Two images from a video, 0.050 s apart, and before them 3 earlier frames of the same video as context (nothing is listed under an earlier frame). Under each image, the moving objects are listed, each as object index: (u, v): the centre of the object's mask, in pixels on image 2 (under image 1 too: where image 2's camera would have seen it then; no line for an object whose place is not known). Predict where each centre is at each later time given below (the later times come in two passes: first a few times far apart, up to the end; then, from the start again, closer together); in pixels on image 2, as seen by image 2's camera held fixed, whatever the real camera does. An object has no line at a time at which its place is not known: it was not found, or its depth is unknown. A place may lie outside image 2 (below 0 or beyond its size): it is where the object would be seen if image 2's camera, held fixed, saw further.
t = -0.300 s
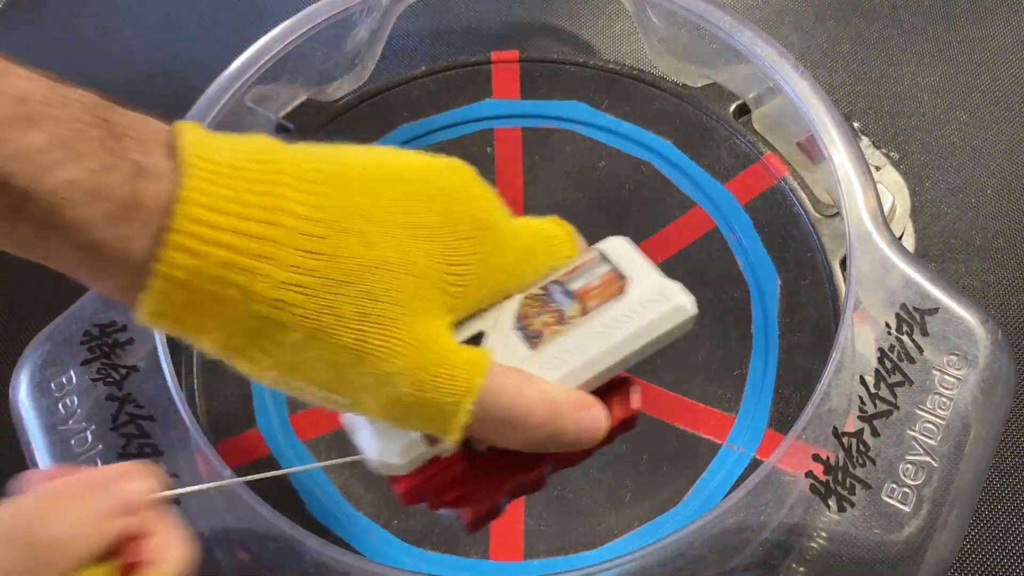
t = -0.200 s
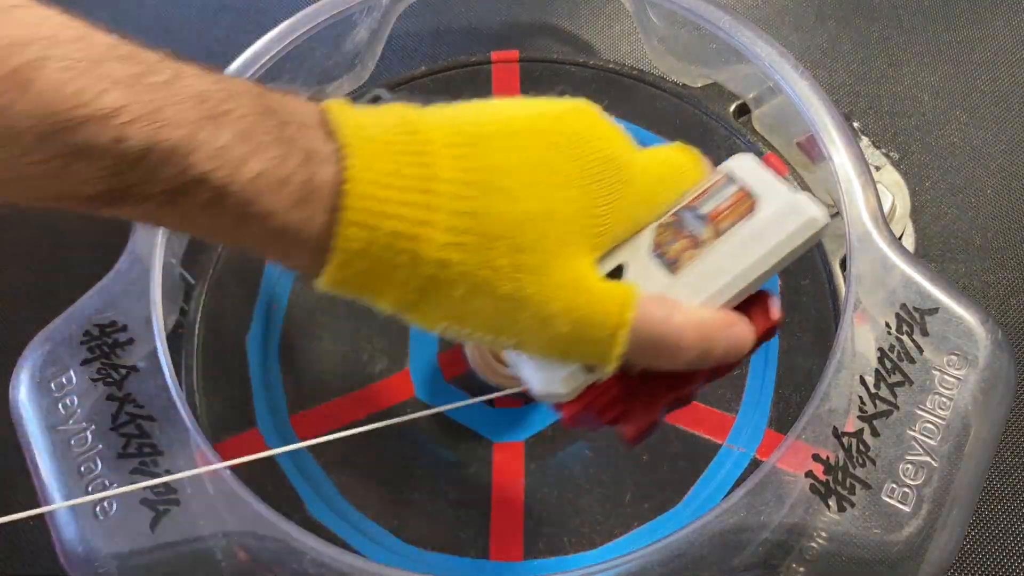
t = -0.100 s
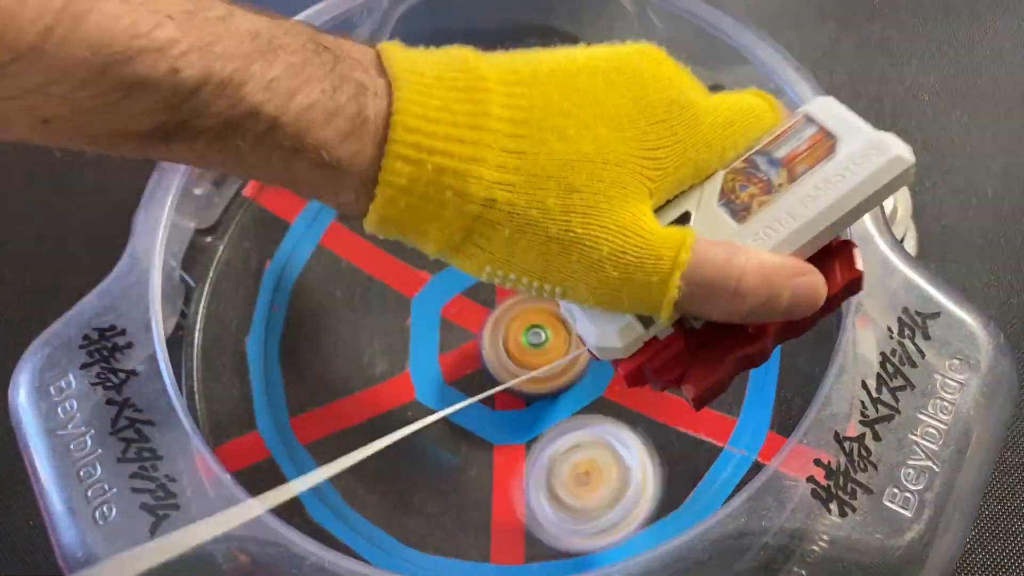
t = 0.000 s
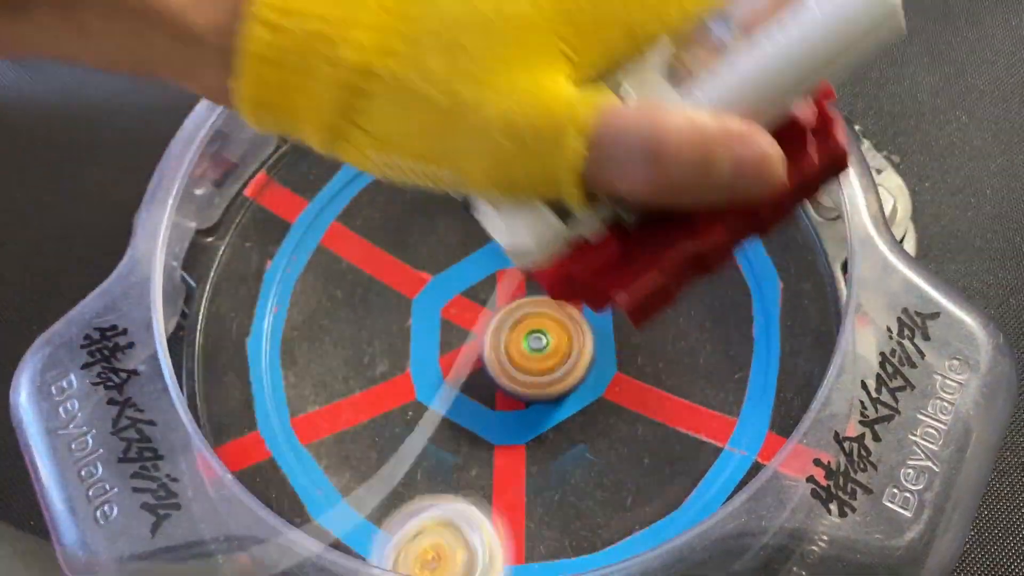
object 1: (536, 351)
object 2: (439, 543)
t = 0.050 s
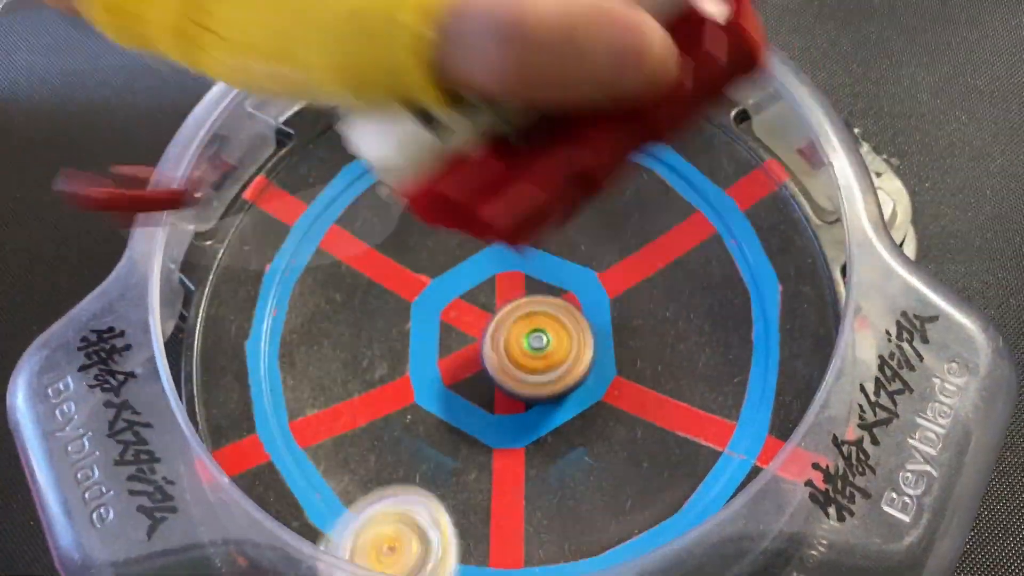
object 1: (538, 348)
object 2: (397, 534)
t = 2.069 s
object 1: (508, 377)
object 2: (581, 275)
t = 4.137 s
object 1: (616, 413)
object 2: (551, 241)
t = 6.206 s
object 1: (478, 252)
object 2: (638, 395)
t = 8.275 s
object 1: (467, 325)
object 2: (423, 484)
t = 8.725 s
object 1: (518, 332)
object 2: (355, 198)
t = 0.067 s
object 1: (538, 349)
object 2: (384, 523)
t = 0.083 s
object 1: (537, 348)
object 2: (371, 513)
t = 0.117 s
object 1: (536, 345)
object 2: (351, 492)
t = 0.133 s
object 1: (537, 344)
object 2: (344, 482)
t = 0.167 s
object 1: (535, 341)
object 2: (339, 446)
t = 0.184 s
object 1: (535, 338)
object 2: (338, 425)
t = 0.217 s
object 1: (535, 334)
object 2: (343, 392)
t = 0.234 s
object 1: (534, 332)
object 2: (347, 372)
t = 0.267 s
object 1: (531, 328)
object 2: (358, 337)
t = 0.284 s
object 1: (531, 326)
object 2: (366, 321)
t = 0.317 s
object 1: (528, 324)
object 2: (384, 287)
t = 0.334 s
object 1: (525, 322)
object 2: (393, 273)
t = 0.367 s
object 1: (523, 319)
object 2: (413, 247)
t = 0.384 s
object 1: (521, 319)
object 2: (425, 235)
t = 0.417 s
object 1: (516, 317)
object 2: (446, 216)
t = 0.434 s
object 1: (515, 316)
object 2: (457, 208)
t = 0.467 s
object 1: (513, 315)
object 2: (478, 195)
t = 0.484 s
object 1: (511, 314)
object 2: (489, 190)
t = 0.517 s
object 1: (509, 314)
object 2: (507, 183)
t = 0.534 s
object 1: (509, 315)
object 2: (516, 182)
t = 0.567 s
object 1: (506, 316)
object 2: (531, 183)
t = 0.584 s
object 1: (506, 317)
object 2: (537, 184)
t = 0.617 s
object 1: (504, 319)
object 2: (548, 191)
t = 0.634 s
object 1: (503, 320)
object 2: (552, 196)
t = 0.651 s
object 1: (503, 320)
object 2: (556, 201)
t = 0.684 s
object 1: (503, 322)
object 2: (562, 214)
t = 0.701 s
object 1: (502, 322)
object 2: (564, 221)
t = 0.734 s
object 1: (501, 326)
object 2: (566, 234)
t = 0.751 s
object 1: (490, 341)
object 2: (574, 230)
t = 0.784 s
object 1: (473, 370)
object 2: (586, 223)
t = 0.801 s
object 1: (464, 383)
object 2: (590, 221)
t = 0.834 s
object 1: (450, 403)
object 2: (596, 218)
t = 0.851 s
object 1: (444, 413)
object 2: (596, 217)
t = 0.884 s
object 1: (433, 425)
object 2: (595, 219)
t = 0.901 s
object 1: (430, 429)
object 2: (594, 220)
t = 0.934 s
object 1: (422, 434)
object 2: (588, 223)
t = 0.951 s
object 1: (419, 433)
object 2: (585, 226)
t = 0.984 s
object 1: (416, 431)
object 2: (575, 231)
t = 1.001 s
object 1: (415, 427)
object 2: (570, 235)
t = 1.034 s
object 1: (416, 418)
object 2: (559, 242)
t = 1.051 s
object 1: (417, 413)
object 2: (553, 246)
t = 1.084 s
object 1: (420, 400)
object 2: (541, 255)
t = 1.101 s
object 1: (423, 394)
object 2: (535, 259)
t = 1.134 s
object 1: (427, 379)
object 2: (523, 268)
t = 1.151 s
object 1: (430, 373)
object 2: (517, 272)
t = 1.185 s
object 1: (431, 366)
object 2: (509, 277)
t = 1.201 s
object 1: (418, 376)
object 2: (515, 267)
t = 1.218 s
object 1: (407, 386)
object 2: (521, 257)
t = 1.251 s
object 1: (387, 404)
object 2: (531, 239)
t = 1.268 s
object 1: (380, 411)
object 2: (535, 231)
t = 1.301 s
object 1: (370, 420)
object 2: (540, 216)
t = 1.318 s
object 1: (368, 422)
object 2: (542, 210)
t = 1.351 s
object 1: (367, 423)
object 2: (544, 198)
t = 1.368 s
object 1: (368, 421)
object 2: (544, 193)
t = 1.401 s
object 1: (373, 415)
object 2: (542, 186)
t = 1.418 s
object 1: (375, 411)
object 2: (541, 185)
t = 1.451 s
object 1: (382, 403)
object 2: (537, 183)
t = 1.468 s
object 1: (386, 397)
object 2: (535, 183)
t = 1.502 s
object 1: (395, 388)
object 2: (531, 185)
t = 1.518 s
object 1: (399, 382)
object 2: (528, 187)
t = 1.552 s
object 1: (409, 373)
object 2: (522, 191)
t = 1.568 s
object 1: (415, 368)
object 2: (518, 195)
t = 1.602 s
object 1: (425, 360)
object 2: (512, 204)
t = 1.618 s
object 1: (432, 355)
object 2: (509, 209)
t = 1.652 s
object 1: (447, 348)
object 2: (503, 220)
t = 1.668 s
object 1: (454, 345)
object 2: (501, 227)
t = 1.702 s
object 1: (470, 341)
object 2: (500, 237)
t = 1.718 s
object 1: (475, 346)
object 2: (502, 240)
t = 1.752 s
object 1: (485, 355)
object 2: (509, 241)
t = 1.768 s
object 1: (491, 362)
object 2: (513, 242)
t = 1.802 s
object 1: (499, 369)
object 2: (522, 244)
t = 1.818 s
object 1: (503, 373)
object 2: (527, 246)
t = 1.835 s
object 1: (506, 377)
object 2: (532, 247)
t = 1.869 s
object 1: (512, 380)
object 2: (541, 249)
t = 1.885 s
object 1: (513, 383)
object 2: (545, 251)
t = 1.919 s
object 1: (515, 383)
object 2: (554, 255)
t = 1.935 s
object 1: (514, 384)
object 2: (557, 257)
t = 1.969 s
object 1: (513, 382)
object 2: (566, 261)
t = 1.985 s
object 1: (512, 382)
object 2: (569, 262)
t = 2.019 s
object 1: (510, 380)
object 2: (574, 267)
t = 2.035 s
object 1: (510, 379)
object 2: (577, 269)
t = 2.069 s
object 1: (508, 377)
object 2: (581, 275)
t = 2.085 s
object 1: (509, 376)
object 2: (583, 276)
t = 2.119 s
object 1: (509, 374)
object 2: (585, 280)
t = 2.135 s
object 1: (509, 373)
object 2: (586, 283)
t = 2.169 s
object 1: (505, 374)
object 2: (590, 285)
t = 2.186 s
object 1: (505, 375)
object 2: (593, 286)
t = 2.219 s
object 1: (503, 376)
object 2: (597, 286)
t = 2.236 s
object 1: (504, 377)
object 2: (598, 287)
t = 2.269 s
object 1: (504, 377)
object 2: (599, 290)
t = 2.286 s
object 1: (506, 377)
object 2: (599, 292)
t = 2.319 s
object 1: (506, 377)
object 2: (599, 294)
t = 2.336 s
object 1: (508, 376)
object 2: (598, 296)
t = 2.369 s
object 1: (492, 383)
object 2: (609, 293)
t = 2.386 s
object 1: (486, 384)
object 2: (615, 293)
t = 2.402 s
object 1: (480, 386)
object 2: (620, 292)
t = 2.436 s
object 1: (470, 385)
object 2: (627, 291)
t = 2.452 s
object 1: (468, 385)
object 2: (629, 292)
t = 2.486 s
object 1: (464, 380)
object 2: (633, 294)
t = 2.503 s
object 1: (464, 377)
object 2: (635, 295)
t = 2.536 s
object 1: (464, 370)
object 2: (635, 298)
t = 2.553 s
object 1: (465, 366)
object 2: (634, 301)
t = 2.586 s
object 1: (469, 359)
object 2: (633, 305)
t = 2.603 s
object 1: (473, 355)
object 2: (630, 308)
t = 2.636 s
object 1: (479, 349)
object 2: (625, 315)
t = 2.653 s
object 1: (484, 346)
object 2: (623, 318)
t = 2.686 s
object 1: (490, 341)
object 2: (616, 324)
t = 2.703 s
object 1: (494, 337)
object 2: (613, 328)
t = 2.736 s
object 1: (482, 328)
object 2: (624, 341)
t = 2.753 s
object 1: (476, 324)
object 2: (633, 347)
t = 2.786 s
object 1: (463, 316)
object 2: (642, 363)
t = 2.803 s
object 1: (460, 311)
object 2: (646, 373)
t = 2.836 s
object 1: (454, 305)
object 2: (654, 391)
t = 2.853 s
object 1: (454, 302)
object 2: (656, 402)
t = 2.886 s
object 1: (453, 298)
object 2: (658, 422)
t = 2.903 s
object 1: (455, 296)
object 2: (658, 430)
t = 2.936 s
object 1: (459, 294)
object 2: (655, 449)
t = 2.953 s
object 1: (462, 292)
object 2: (652, 459)
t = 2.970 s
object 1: (466, 292)
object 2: (652, 465)
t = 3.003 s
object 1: (473, 290)
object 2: (643, 478)
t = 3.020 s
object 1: (478, 290)
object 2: (638, 485)
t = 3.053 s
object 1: (485, 289)
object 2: (628, 492)
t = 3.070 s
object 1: (491, 288)
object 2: (622, 495)
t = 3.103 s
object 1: (498, 287)
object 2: (608, 501)
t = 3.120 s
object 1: (503, 286)
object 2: (600, 503)
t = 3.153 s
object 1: (509, 284)
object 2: (582, 505)
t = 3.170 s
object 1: (513, 284)
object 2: (575, 504)
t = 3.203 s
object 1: (515, 283)
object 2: (556, 501)
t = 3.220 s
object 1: (517, 282)
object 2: (546, 499)
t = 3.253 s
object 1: (516, 281)
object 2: (527, 490)
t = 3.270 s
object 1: (516, 282)
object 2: (517, 484)
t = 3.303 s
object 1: (514, 281)
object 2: (498, 472)
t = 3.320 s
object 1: (514, 281)
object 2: (488, 465)
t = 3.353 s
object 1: (510, 281)
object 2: (469, 449)
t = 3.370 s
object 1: (508, 282)
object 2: (460, 440)
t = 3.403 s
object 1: (503, 284)
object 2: (444, 423)
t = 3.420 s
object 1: (501, 285)
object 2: (434, 414)
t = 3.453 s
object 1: (496, 288)
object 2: (420, 396)
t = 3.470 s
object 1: (494, 289)
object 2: (414, 386)
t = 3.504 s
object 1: (491, 291)
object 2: (402, 368)
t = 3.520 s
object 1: (490, 292)
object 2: (396, 360)
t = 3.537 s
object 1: (492, 290)
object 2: (388, 355)
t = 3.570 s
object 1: (520, 278)
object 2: (354, 351)
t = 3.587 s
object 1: (533, 273)
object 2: (340, 352)
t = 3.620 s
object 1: (561, 265)
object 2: (313, 350)
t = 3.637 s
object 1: (575, 263)
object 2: (300, 350)
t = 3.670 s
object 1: (603, 261)
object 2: (278, 347)
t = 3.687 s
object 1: (616, 262)
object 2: (272, 346)
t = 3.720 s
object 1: (642, 268)
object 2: (272, 342)
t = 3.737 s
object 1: (653, 270)
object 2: (276, 341)
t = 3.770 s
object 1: (675, 282)
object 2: (290, 338)
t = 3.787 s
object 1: (685, 288)
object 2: (300, 335)
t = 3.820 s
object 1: (701, 305)
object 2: (321, 332)
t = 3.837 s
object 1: (707, 313)
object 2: (333, 329)
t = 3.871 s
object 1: (716, 333)
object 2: (356, 323)
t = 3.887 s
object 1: (718, 344)
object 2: (369, 320)
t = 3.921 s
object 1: (717, 365)
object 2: (398, 313)
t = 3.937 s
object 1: (714, 375)
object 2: (409, 308)
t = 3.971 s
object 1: (704, 391)
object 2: (439, 301)
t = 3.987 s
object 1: (697, 399)
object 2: (450, 294)
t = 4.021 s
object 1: (682, 409)
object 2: (478, 285)
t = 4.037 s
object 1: (673, 412)
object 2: (489, 277)
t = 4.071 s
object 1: (654, 416)
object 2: (512, 266)
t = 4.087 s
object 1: (645, 416)
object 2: (523, 258)
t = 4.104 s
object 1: (636, 416)
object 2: (534, 253)
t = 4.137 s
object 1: (616, 413)
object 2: (551, 241)
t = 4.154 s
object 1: (606, 412)
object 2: (561, 238)
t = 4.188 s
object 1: (588, 405)
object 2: (572, 228)
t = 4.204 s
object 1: (578, 401)
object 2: (577, 224)
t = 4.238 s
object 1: (561, 394)
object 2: (584, 220)
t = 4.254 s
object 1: (552, 388)
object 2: (585, 218)
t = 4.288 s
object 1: (537, 380)
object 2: (588, 217)
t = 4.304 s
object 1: (531, 375)
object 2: (587, 219)
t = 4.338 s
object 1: (517, 366)
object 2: (584, 224)
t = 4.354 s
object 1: (513, 363)
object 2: (580, 225)
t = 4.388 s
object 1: (504, 357)
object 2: (570, 235)
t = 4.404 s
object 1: (499, 352)
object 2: (562, 239)
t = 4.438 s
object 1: (493, 346)
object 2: (546, 250)
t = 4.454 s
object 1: (489, 347)
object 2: (536, 253)
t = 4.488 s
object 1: (479, 357)
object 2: (517, 250)
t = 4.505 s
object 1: (476, 361)
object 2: (506, 248)
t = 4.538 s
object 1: (471, 368)
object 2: (482, 246)
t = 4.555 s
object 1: (470, 371)
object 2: (471, 245)
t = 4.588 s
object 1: (470, 374)
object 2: (446, 246)
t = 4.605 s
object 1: (470, 375)
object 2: (434, 244)
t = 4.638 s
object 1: (473, 375)
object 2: (411, 244)
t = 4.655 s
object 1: (475, 372)
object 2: (400, 243)
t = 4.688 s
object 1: (479, 369)
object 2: (380, 243)
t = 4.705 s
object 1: (483, 367)
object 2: (371, 243)
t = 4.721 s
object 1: (484, 365)
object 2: (363, 243)
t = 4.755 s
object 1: (489, 358)
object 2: (349, 244)
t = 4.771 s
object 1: (491, 354)
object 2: (341, 244)
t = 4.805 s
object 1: (495, 348)
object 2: (332, 244)
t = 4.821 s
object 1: (498, 344)
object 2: (328, 244)
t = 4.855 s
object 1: (500, 337)
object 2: (324, 245)
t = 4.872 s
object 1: (501, 334)
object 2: (325, 248)
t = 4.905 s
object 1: (503, 326)
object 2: (325, 251)
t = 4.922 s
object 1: (503, 322)
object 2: (327, 251)
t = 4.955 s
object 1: (502, 316)
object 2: (335, 252)
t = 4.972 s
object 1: (503, 313)
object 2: (341, 254)
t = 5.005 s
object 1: (501, 307)
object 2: (355, 258)
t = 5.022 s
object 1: (500, 305)
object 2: (363, 261)
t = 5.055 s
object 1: (496, 301)
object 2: (380, 261)
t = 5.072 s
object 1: (502, 301)
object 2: (384, 258)
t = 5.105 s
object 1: (538, 310)
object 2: (370, 245)
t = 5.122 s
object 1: (557, 316)
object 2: (364, 238)
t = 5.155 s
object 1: (589, 324)
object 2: (355, 224)
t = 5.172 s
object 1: (602, 327)
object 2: (354, 217)
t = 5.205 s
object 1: (628, 335)
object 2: (351, 204)
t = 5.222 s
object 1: (641, 338)
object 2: (350, 197)
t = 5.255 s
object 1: (658, 346)
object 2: (354, 184)
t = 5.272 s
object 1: (665, 352)
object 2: (359, 180)
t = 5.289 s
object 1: (671, 354)
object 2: (362, 173)
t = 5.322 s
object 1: (679, 361)
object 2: (374, 164)
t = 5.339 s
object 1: (682, 367)
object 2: (381, 161)
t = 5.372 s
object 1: (684, 373)
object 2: (396, 156)
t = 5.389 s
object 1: (682, 375)
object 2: (405, 153)
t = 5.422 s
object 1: (676, 378)
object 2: (423, 151)
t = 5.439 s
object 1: (673, 380)
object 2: (431, 150)
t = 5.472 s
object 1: (663, 378)
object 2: (450, 151)
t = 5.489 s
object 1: (655, 378)
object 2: (462, 153)
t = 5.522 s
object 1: (642, 375)
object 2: (484, 155)
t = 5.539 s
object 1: (636, 373)
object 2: (494, 156)
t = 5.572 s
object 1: (621, 369)
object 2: (519, 160)
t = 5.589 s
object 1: (612, 368)
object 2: (531, 164)
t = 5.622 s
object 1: (597, 364)
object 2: (556, 171)
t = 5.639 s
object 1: (590, 360)
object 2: (569, 174)
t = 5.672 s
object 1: (575, 355)
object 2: (592, 183)
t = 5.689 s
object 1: (568, 353)
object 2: (603, 190)
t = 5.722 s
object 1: (556, 348)
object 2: (624, 199)
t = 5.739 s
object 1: (550, 344)
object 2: (636, 205)
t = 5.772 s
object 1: (540, 339)
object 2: (656, 217)
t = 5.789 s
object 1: (537, 337)
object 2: (663, 223)
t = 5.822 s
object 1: (529, 329)
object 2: (679, 234)
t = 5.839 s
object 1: (525, 325)
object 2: (688, 242)
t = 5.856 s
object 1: (522, 321)
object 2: (694, 246)
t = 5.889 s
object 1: (517, 313)
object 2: (705, 259)
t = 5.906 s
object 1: (514, 309)
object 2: (709, 268)
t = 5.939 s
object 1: (509, 301)
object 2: (715, 282)
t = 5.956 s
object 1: (507, 297)
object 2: (717, 287)
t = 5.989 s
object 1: (502, 289)
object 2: (718, 301)
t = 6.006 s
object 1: (498, 286)
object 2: (716, 310)
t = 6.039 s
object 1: (494, 279)
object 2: (710, 324)
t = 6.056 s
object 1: (492, 275)
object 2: (708, 330)
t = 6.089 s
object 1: (489, 269)
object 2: (698, 344)
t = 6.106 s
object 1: (486, 266)
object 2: (691, 353)
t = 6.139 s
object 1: (483, 261)
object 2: (676, 367)
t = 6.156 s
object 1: (482, 259)
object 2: (669, 373)
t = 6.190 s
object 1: (479, 255)
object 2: (649, 387)
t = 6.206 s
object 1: (478, 252)
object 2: (638, 395)
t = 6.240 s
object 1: (477, 249)
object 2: (616, 408)
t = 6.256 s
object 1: (476, 249)
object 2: (604, 412)
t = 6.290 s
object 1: (477, 249)
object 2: (579, 422)
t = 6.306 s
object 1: (478, 248)
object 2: (565, 428)
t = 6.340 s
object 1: (480, 250)
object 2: (538, 435)
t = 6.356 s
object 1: (481, 252)
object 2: (525, 437)
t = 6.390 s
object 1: (483, 256)
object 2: (499, 441)
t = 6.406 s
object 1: (486, 257)
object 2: (485, 443)
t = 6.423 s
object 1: (487, 260)
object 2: (473, 444)
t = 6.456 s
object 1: (490, 265)
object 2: (449, 444)
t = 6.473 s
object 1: (494, 268)
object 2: (437, 445)
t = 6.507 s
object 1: (497, 274)
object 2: (417, 443)
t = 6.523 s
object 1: (497, 276)
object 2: (408, 441)
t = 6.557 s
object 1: (499, 282)
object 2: (392, 436)
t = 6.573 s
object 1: (500, 287)
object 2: (384, 433)
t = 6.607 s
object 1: (501, 294)
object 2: (372, 426)
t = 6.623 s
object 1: (500, 296)
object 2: (368, 421)
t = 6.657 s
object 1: (499, 304)
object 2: (363, 412)
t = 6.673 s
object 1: (497, 309)
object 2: (361, 406)
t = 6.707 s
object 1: (495, 317)
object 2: (359, 394)
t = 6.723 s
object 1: (495, 321)
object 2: (360, 389)
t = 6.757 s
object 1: (492, 330)
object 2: (363, 376)
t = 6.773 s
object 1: (489, 334)
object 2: (364, 369)
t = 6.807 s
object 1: (488, 339)
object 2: (371, 356)
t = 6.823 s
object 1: (493, 339)
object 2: (371, 352)
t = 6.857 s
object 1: (511, 339)
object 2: (366, 342)
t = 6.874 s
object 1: (519, 339)
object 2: (364, 338)
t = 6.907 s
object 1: (535, 339)
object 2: (366, 325)
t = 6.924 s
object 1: (541, 339)
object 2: (368, 319)
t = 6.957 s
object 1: (550, 338)
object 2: (373, 304)
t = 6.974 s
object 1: (554, 338)
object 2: (376, 297)
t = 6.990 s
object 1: (556, 339)
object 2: (380, 289)
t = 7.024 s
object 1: (560, 339)
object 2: (389, 273)
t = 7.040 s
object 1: (561, 339)
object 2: (395, 265)
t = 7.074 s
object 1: (564, 339)
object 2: (408, 250)
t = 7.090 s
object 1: (565, 339)
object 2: (415, 241)
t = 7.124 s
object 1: (565, 339)
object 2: (429, 226)
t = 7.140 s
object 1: (566, 339)
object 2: (438, 220)
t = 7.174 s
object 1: (565, 339)
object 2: (455, 207)
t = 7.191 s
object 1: (565, 338)
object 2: (463, 200)
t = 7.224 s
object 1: (564, 337)
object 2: (481, 188)
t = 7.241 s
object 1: (562, 337)
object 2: (492, 182)
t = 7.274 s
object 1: (560, 336)
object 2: (511, 171)
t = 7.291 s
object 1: (558, 336)
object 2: (519, 168)
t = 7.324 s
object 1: (555, 334)
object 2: (536, 161)
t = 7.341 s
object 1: (555, 334)
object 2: (544, 157)
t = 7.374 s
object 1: (553, 333)
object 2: (562, 153)
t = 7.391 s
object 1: (552, 332)
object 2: (571, 155)
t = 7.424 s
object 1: (551, 331)
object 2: (588, 156)
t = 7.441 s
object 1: (549, 331)
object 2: (594, 156)
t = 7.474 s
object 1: (547, 330)
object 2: (610, 161)
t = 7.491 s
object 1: (546, 330)
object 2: (619, 163)
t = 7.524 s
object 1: (542, 331)
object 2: (633, 170)
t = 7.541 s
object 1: (541, 330)
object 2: (637, 177)
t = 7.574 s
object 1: (537, 329)
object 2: (648, 190)
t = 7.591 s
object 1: (535, 328)
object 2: (654, 195)
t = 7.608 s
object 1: (532, 328)
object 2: (658, 205)
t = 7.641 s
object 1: (527, 326)
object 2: (668, 222)
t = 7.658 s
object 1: (525, 326)
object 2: (670, 230)
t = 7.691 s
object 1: (520, 325)
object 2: (676, 251)
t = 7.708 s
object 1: (518, 324)
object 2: (680, 260)
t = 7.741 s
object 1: (513, 323)
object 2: (682, 281)
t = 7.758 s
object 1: (510, 323)
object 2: (682, 295)
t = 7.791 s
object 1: (504, 322)
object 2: (681, 318)
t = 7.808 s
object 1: (500, 323)
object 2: (680, 330)
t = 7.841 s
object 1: (495, 321)
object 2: (676, 354)
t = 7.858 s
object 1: (491, 322)
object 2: (673, 366)
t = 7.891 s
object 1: (485, 321)
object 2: (664, 389)
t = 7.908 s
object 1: (483, 320)
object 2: (658, 402)
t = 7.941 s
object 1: (477, 320)
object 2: (644, 425)
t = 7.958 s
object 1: (475, 319)
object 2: (637, 436)
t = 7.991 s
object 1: (470, 320)
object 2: (620, 455)
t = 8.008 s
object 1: (467, 320)
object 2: (610, 464)
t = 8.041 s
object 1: (465, 321)
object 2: (589, 480)
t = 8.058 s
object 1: (464, 321)
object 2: (578, 488)
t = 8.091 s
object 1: (463, 321)
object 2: (553, 498)
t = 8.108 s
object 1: (461, 322)
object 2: (542, 503)
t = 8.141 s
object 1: (462, 322)
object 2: (517, 507)
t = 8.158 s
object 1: (462, 323)
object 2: (504, 507)
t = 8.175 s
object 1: (463, 322)
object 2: (491, 507)
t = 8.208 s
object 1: (465, 324)
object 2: (465, 504)
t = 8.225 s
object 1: (465, 323)
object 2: (454, 500)
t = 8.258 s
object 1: (468, 325)
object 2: (433, 491)
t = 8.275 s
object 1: (467, 325)
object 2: (423, 484)
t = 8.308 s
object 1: (470, 326)
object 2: (404, 468)
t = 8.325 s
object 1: (470, 326)
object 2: (395, 460)
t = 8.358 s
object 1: (472, 326)
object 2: (380, 442)
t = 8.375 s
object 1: (473, 327)
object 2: (375, 432)
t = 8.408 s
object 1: (475, 327)
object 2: (365, 408)
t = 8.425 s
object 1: (476, 327)
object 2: (358, 394)
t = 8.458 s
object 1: (478, 326)
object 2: (349, 369)
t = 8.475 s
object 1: (480, 327)
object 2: (344, 357)
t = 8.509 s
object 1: (483, 327)
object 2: (342, 330)
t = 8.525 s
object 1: (486, 329)
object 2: (338, 317)
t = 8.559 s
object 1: (489, 330)
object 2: (333, 293)
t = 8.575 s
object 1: (491, 330)
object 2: (335, 280)
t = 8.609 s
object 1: (496, 331)
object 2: (335, 254)
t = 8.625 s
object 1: (498, 331)
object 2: (334, 245)
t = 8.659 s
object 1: (505, 332)
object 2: (342, 224)
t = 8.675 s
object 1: (508, 332)
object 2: (342, 215)
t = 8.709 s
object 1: (515, 333)
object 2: (351, 204)
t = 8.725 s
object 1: (518, 332)
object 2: (355, 198)
